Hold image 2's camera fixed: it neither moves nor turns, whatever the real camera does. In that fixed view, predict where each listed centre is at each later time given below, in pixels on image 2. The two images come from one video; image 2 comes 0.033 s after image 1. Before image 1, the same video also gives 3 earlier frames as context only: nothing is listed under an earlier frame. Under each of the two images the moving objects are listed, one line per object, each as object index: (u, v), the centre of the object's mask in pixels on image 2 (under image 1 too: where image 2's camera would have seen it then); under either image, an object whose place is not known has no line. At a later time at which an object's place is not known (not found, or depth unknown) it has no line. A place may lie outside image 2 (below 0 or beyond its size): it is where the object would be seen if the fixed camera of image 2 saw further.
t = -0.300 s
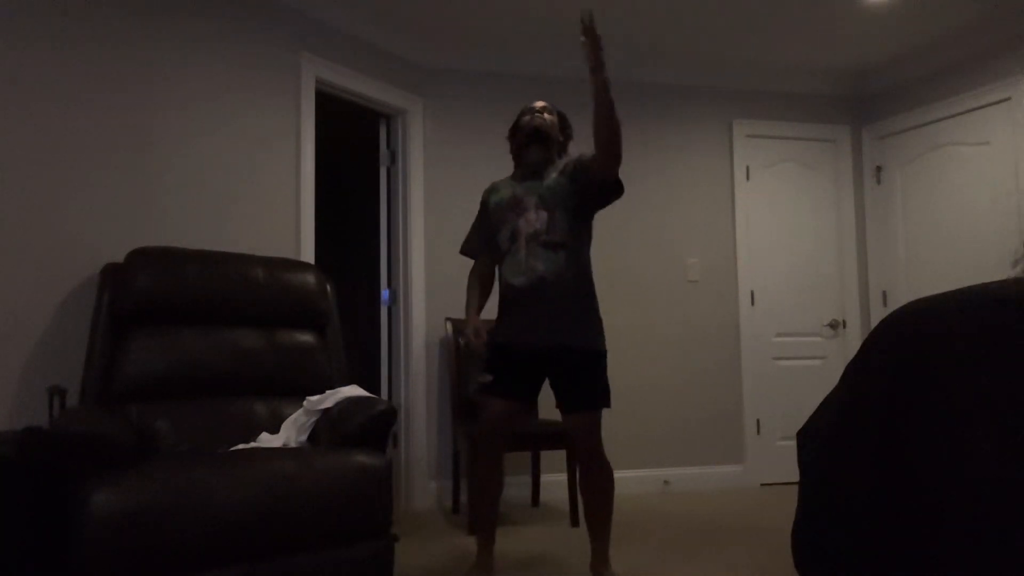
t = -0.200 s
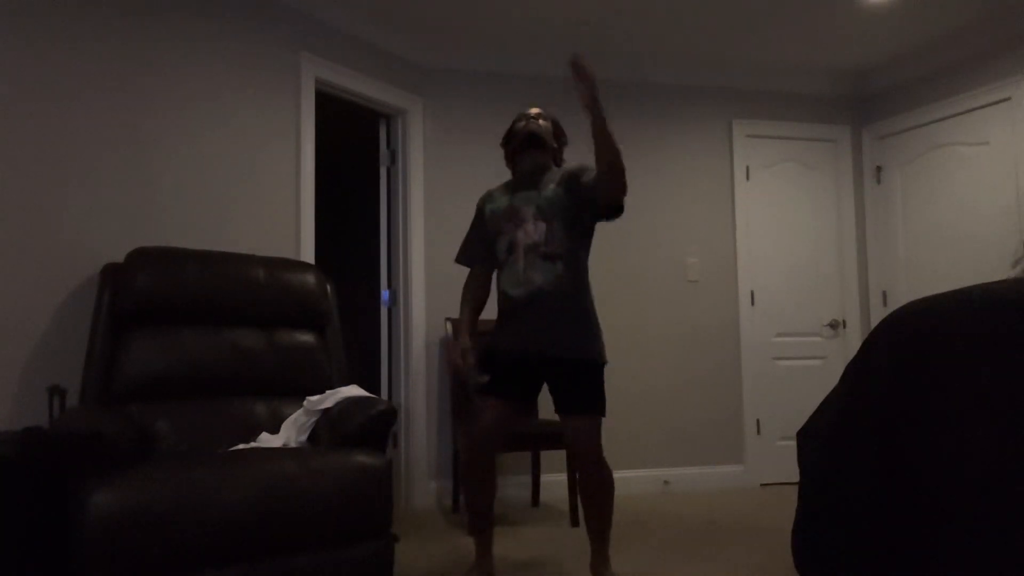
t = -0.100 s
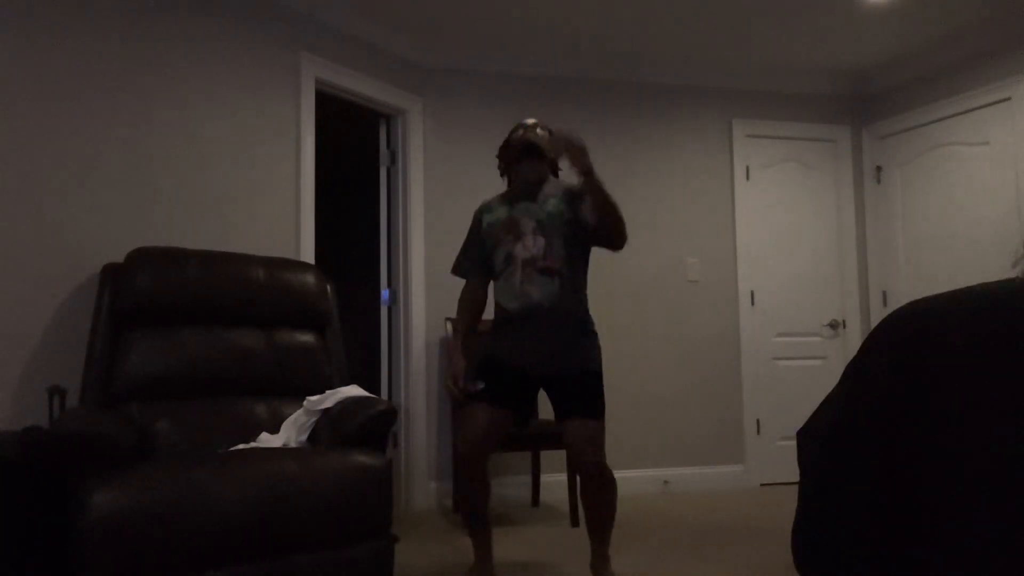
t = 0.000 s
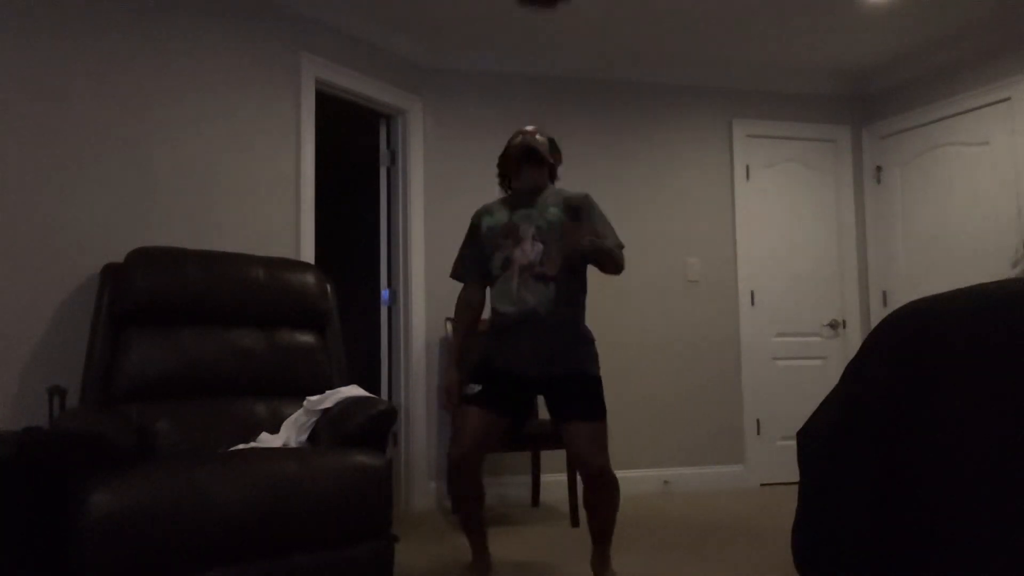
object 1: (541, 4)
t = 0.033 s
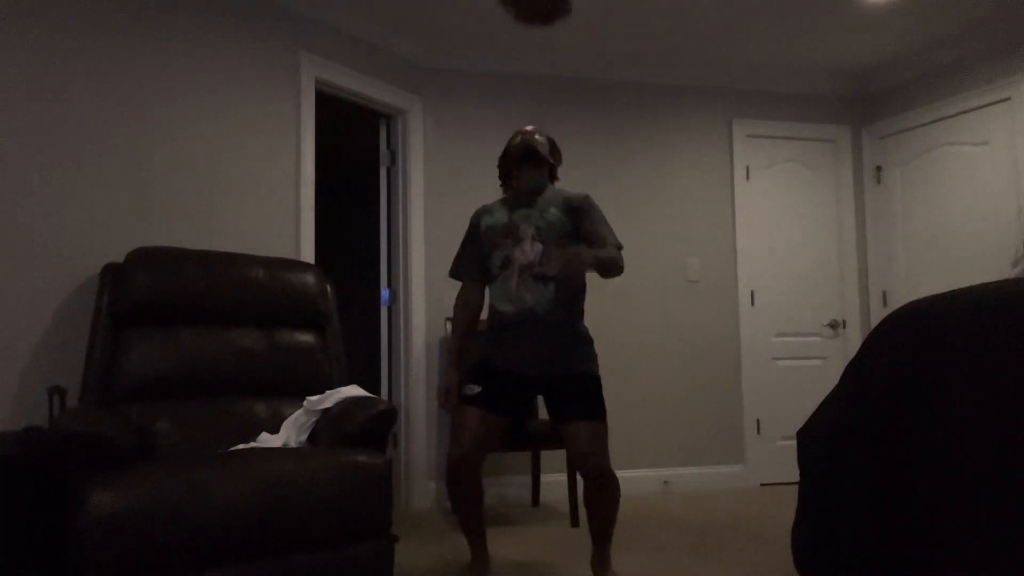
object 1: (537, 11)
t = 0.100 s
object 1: (529, 42)
